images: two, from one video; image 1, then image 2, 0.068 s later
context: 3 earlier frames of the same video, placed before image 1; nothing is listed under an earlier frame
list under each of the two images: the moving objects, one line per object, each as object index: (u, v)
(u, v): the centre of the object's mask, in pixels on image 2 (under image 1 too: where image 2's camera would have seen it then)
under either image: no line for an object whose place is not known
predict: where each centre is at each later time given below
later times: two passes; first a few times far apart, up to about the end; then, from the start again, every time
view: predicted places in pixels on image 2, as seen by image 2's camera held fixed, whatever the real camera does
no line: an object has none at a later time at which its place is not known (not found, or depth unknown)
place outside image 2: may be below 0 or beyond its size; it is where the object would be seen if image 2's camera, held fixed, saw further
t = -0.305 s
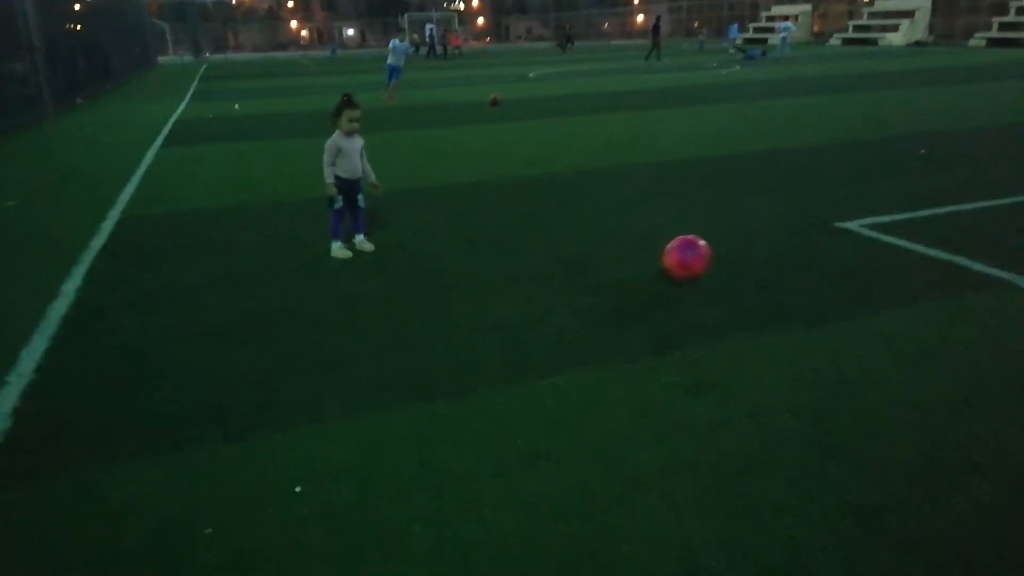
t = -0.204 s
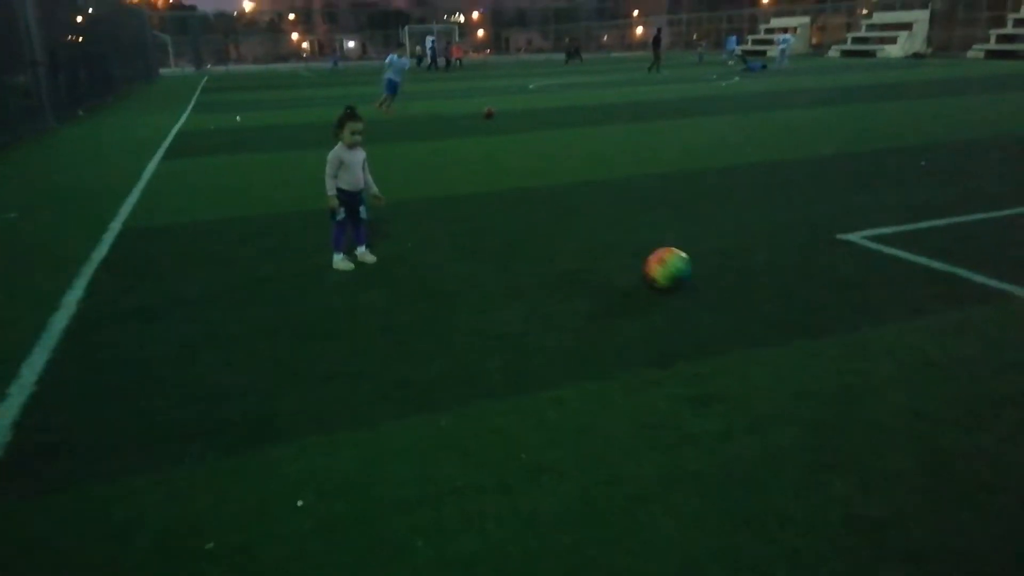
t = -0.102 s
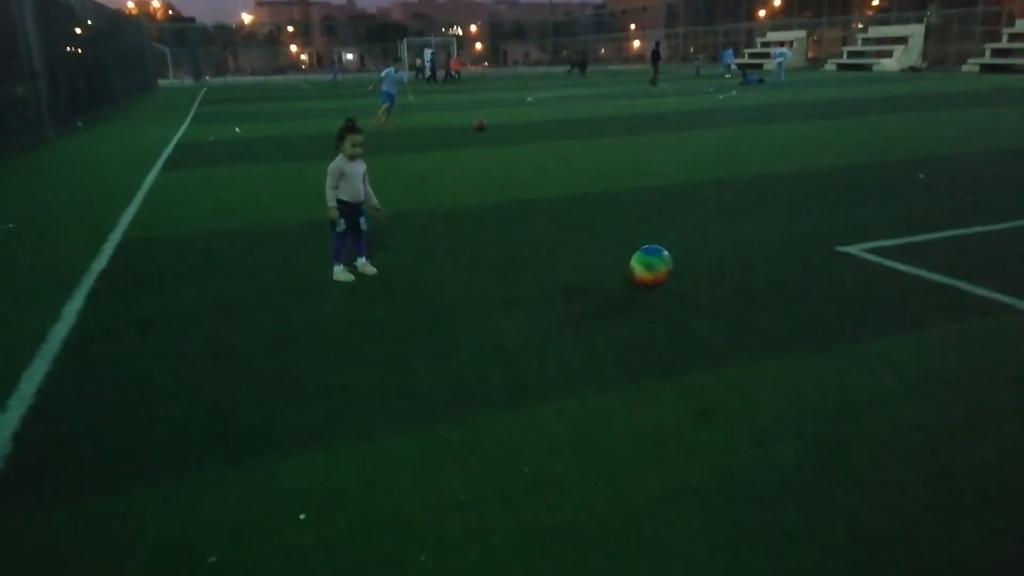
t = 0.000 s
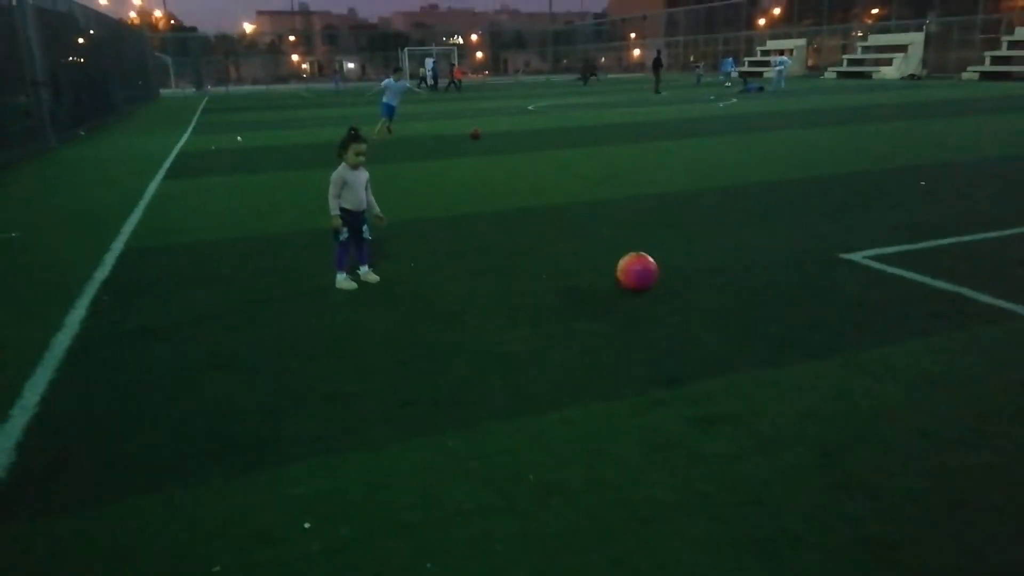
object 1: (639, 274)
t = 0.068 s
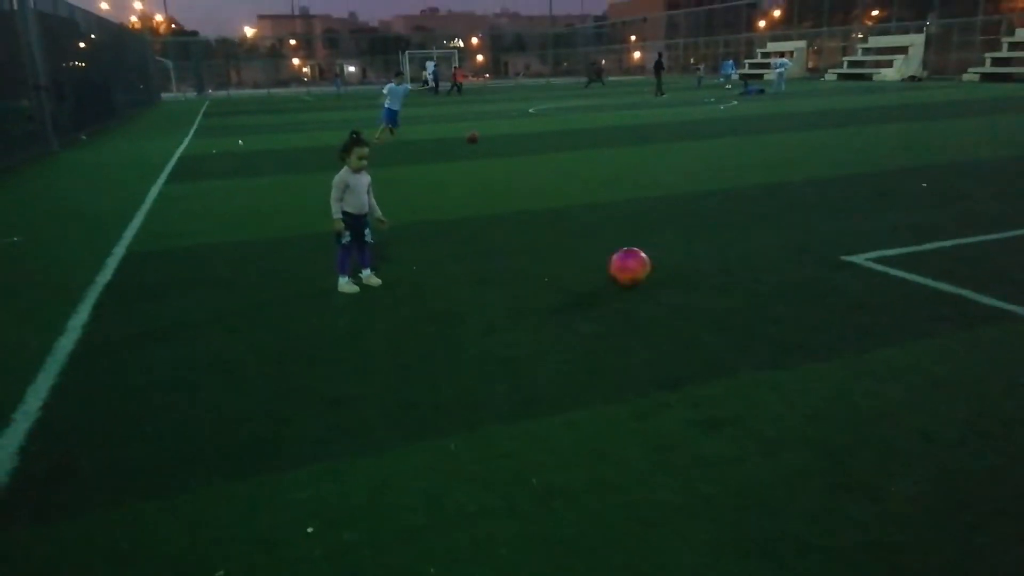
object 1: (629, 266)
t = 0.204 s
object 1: (612, 259)
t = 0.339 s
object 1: (597, 251)
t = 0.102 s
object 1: (624, 264)
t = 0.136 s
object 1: (620, 264)
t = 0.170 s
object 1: (616, 262)
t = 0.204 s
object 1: (612, 259)
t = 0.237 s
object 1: (608, 258)
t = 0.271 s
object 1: (604, 256)
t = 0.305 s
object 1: (599, 253)
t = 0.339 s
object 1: (597, 251)
